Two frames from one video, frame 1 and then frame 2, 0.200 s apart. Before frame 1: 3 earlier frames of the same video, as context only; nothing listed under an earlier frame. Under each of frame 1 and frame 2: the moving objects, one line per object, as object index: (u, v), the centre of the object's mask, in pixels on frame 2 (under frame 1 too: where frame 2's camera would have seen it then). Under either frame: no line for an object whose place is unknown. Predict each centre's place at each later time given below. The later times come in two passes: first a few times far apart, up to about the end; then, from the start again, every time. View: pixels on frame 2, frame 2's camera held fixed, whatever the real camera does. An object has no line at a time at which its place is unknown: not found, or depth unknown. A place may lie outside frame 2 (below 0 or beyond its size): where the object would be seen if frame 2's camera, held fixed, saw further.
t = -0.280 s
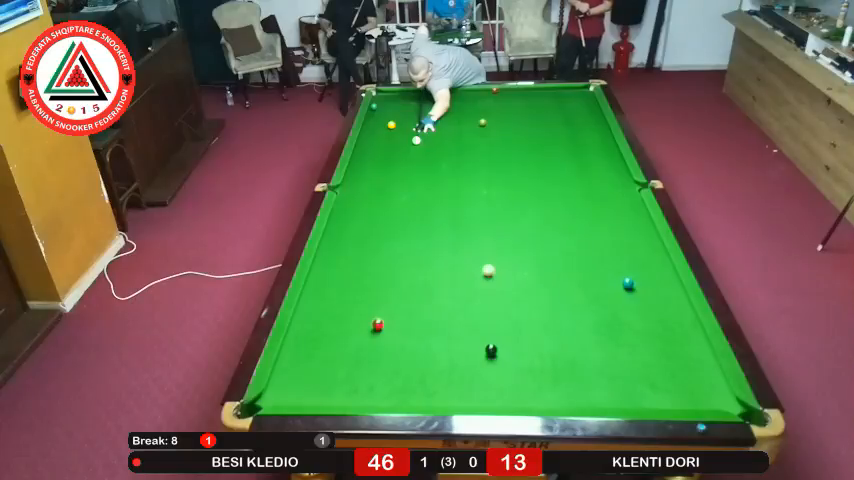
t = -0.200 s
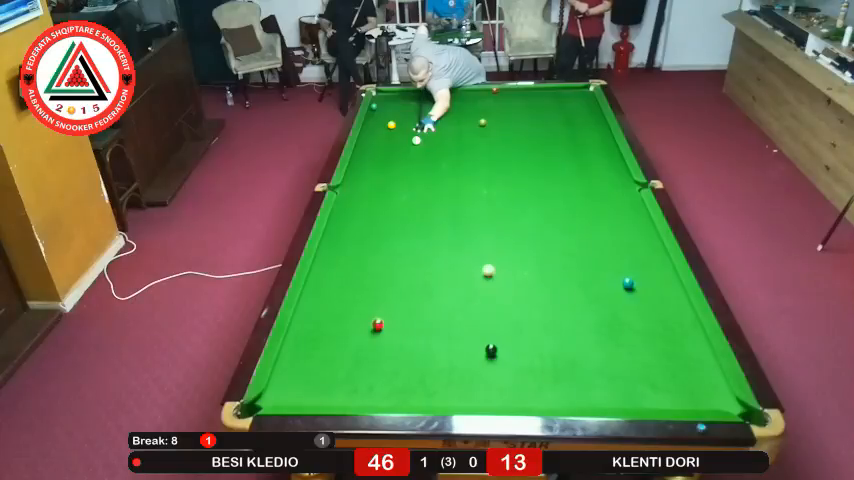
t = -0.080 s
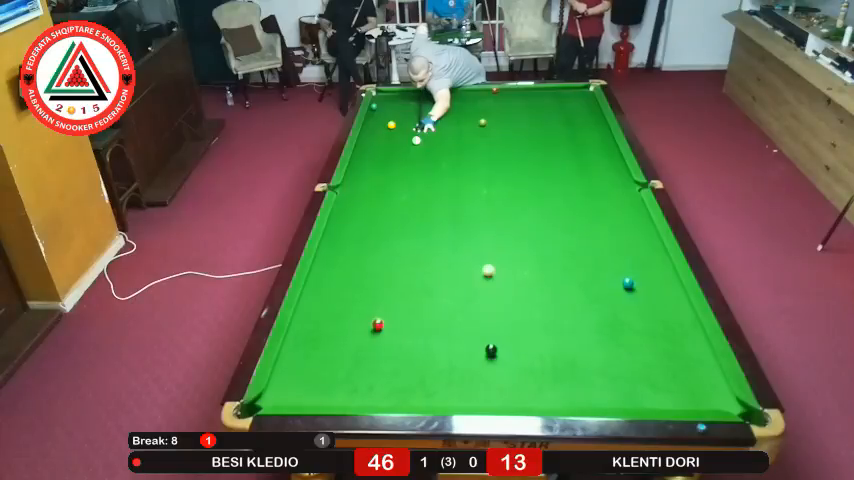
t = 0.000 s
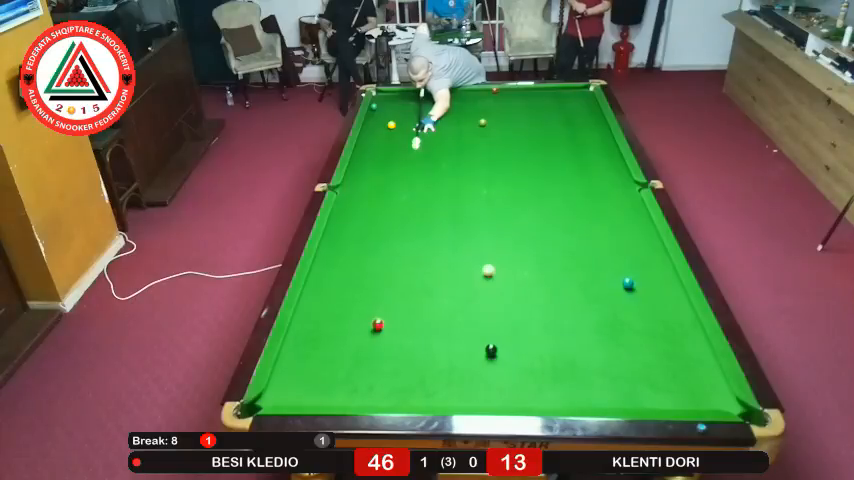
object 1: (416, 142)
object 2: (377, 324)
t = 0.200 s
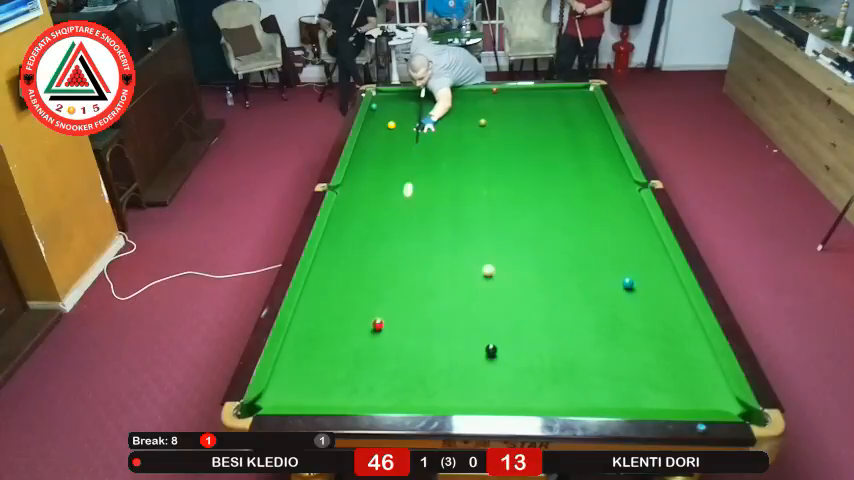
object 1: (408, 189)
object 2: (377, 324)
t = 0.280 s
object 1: (404, 210)
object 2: (377, 324)
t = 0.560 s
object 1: (392, 283)
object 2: (377, 324)
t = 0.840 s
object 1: (407, 334)
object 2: (351, 343)
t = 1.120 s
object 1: (446, 369)
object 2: (308, 374)
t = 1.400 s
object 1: (489, 395)
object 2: (260, 405)
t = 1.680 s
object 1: (527, 371)
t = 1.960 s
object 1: (561, 349)
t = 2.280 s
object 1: (596, 327)
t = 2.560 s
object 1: (623, 310)
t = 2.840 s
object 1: (647, 295)
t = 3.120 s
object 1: (669, 281)
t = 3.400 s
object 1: (658, 272)
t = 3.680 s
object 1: (639, 263)
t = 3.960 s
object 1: (622, 256)
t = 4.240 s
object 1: (608, 250)
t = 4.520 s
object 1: (595, 244)
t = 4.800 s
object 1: (584, 239)
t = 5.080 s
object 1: (575, 235)
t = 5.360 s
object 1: (567, 232)
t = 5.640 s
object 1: (561, 229)
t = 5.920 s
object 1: (555, 226)
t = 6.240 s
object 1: (550, 224)
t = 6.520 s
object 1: (547, 224)
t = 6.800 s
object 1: (546, 223)
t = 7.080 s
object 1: (545, 223)
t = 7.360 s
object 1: (545, 223)
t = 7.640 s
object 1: (545, 223)
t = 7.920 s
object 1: (545, 223)
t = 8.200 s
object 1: (545, 223)
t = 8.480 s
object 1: (545, 223)
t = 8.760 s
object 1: (545, 223)
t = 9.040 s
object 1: (545, 223)
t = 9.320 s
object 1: (545, 223)
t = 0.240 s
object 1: (406, 200)
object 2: (377, 324)
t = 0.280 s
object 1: (404, 210)
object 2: (377, 324)
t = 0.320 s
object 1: (403, 220)
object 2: (377, 324)
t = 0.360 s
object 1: (401, 231)
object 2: (377, 324)
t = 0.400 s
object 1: (399, 241)
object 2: (377, 324)
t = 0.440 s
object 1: (397, 251)
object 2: (378, 324)
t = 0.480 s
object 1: (396, 262)
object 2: (377, 324)
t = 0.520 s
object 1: (394, 273)
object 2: (377, 324)
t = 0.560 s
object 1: (392, 283)
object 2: (377, 324)
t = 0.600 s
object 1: (390, 294)
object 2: (378, 324)
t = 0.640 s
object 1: (389, 305)
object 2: (377, 324)
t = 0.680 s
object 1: (387, 314)
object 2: (377, 324)
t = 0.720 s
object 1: (391, 321)
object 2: (371, 328)
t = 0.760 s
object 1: (397, 325)
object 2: (364, 333)
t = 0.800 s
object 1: (402, 330)
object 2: (357, 339)
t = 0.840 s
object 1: (407, 334)
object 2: (351, 343)
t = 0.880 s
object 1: (412, 339)
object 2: (345, 348)
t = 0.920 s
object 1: (418, 344)
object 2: (338, 352)
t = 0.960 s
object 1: (423, 349)
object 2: (332, 356)
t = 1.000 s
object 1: (429, 354)
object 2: (327, 361)
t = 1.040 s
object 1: (434, 359)
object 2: (320, 365)
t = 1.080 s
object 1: (440, 364)
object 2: (314, 370)
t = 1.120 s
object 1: (446, 369)
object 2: (308, 374)
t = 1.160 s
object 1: (452, 374)
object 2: (301, 379)
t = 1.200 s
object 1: (458, 380)
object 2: (294, 384)
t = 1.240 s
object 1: (464, 385)
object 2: (288, 389)
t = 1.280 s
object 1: (470, 390)
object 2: (281, 393)
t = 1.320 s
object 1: (476, 395)
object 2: (275, 396)
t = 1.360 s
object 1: (483, 398)
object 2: (268, 401)
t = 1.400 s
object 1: (489, 395)
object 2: (260, 405)
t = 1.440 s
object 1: (495, 393)
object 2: (254, 410)
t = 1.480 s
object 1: (501, 388)
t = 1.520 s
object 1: (506, 385)
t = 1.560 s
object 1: (511, 381)
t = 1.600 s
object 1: (517, 378)
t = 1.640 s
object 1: (522, 375)
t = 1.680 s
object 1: (527, 371)
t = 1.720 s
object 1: (532, 368)
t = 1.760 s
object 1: (537, 364)
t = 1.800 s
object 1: (542, 361)
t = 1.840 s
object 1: (547, 358)
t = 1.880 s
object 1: (552, 355)
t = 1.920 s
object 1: (556, 352)
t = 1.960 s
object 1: (561, 349)
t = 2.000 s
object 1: (566, 346)
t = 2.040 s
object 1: (570, 343)
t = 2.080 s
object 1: (575, 340)
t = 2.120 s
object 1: (579, 337)
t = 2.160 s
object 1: (583, 335)
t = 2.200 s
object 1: (587, 332)
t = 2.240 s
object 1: (592, 329)
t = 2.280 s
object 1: (596, 327)
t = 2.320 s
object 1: (600, 324)
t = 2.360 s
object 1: (604, 322)
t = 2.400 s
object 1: (608, 319)
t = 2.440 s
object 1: (612, 317)
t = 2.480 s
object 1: (616, 314)
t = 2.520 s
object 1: (619, 312)
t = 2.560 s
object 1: (623, 310)
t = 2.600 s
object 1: (626, 308)
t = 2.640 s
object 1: (630, 305)
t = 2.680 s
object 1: (634, 303)
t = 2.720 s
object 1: (637, 301)
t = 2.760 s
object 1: (641, 299)
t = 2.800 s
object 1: (644, 297)
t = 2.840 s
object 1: (647, 295)
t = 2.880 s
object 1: (651, 293)
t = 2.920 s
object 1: (654, 291)
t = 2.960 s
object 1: (657, 289)
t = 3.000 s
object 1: (661, 287)
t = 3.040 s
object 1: (664, 285)
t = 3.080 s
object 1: (667, 283)
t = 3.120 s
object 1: (669, 281)
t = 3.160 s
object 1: (673, 280)
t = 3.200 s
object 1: (674, 279)
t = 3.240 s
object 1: (671, 277)
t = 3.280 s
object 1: (667, 275)
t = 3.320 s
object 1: (664, 274)
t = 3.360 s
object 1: (661, 273)
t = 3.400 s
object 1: (658, 272)
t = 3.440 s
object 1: (655, 270)
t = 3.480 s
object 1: (653, 269)
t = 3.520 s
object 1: (650, 268)
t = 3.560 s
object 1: (648, 266)
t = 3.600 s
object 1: (644, 266)
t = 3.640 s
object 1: (642, 264)
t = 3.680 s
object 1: (639, 263)
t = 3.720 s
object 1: (637, 262)
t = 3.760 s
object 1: (634, 261)
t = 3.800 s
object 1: (632, 260)
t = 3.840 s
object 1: (629, 259)
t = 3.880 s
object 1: (627, 258)
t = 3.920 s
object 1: (625, 257)
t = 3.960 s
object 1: (622, 256)
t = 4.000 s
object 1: (620, 255)
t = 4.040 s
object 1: (618, 254)
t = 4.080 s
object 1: (616, 253)
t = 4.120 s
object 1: (614, 252)
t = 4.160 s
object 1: (612, 251)
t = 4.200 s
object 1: (610, 250)
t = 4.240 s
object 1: (608, 250)
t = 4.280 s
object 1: (606, 249)
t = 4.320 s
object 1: (605, 248)
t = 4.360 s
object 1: (602, 247)
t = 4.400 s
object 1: (601, 246)
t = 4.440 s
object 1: (599, 245)
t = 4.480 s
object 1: (597, 245)
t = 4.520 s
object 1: (595, 244)
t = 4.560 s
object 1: (594, 243)
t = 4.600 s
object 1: (592, 243)
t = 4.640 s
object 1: (591, 242)
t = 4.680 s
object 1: (589, 241)
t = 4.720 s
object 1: (588, 240)
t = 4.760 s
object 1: (586, 240)
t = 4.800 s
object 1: (584, 239)
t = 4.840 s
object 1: (583, 239)
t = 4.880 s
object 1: (582, 238)
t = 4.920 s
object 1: (580, 237)
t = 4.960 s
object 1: (579, 237)
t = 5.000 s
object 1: (578, 236)
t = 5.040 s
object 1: (576, 236)
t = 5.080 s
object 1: (575, 235)
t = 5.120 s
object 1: (574, 235)
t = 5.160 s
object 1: (573, 234)
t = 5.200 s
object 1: (571, 233)
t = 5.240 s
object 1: (570, 233)
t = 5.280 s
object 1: (569, 232)
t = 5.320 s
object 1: (568, 232)
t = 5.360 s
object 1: (567, 232)
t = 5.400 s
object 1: (566, 231)
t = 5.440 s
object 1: (565, 230)
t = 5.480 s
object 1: (564, 230)
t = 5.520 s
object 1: (563, 230)
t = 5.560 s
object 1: (562, 229)
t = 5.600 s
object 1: (562, 229)
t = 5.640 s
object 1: (561, 229)
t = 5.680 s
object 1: (560, 228)
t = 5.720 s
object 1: (559, 228)
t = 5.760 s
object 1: (558, 228)
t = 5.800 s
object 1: (557, 227)
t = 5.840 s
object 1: (557, 227)
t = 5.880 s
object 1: (556, 227)
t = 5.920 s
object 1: (555, 226)
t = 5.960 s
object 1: (554, 226)
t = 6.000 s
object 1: (554, 226)
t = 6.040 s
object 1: (553, 225)
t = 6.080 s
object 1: (553, 225)
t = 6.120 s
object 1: (552, 225)
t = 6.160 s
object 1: (551, 225)
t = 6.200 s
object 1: (551, 225)
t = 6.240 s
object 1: (550, 224)
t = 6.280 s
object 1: (550, 224)
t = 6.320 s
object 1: (549, 224)
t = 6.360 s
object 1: (549, 224)
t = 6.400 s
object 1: (548, 224)
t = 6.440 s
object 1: (548, 224)
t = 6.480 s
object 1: (548, 224)
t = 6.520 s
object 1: (547, 224)
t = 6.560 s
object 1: (547, 223)
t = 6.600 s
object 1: (547, 223)
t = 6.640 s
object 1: (547, 223)
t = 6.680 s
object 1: (546, 223)
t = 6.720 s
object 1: (546, 223)
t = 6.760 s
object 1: (546, 223)
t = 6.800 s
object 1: (546, 223)
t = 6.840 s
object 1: (546, 223)
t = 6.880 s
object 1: (545, 223)
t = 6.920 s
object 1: (545, 223)
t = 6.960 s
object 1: (545, 223)
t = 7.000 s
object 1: (545, 223)
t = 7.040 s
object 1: (545, 223)
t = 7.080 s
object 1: (545, 223)
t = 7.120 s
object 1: (545, 223)
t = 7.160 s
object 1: (545, 223)
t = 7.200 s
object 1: (545, 223)
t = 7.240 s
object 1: (545, 223)
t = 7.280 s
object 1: (545, 223)
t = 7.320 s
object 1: (545, 223)
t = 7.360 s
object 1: (545, 223)
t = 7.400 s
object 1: (545, 223)
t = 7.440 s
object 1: (545, 223)
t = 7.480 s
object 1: (545, 223)
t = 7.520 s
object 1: (545, 223)
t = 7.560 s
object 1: (545, 223)
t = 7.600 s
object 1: (545, 223)
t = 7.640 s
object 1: (545, 223)
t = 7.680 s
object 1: (545, 223)
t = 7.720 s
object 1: (545, 223)
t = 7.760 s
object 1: (545, 223)
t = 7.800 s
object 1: (545, 223)
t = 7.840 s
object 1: (545, 223)
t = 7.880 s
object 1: (545, 223)
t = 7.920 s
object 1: (545, 223)
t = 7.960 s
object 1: (545, 223)
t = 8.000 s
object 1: (545, 223)
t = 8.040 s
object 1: (545, 223)
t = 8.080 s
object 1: (545, 223)
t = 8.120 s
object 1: (545, 223)
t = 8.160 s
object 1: (545, 223)
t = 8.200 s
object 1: (545, 223)
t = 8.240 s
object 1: (545, 223)
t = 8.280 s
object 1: (545, 223)
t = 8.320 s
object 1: (545, 223)
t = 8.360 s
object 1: (545, 223)
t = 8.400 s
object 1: (545, 223)
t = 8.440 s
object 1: (545, 223)
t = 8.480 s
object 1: (545, 223)
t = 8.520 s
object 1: (545, 223)
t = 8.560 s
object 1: (545, 223)
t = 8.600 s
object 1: (545, 223)
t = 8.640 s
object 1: (545, 223)
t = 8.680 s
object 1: (545, 223)
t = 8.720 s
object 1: (545, 223)
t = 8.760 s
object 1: (545, 223)
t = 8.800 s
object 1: (545, 223)
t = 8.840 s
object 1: (545, 223)
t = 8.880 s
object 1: (545, 223)
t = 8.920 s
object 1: (545, 223)
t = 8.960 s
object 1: (545, 223)
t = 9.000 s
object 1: (545, 223)
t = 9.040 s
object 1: (545, 223)
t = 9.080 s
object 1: (545, 223)
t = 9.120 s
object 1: (545, 223)
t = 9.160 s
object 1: (545, 223)
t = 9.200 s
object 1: (545, 223)
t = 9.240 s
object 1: (545, 223)
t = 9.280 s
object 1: (545, 223)
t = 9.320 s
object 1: (545, 223)
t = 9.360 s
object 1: (545, 223)
